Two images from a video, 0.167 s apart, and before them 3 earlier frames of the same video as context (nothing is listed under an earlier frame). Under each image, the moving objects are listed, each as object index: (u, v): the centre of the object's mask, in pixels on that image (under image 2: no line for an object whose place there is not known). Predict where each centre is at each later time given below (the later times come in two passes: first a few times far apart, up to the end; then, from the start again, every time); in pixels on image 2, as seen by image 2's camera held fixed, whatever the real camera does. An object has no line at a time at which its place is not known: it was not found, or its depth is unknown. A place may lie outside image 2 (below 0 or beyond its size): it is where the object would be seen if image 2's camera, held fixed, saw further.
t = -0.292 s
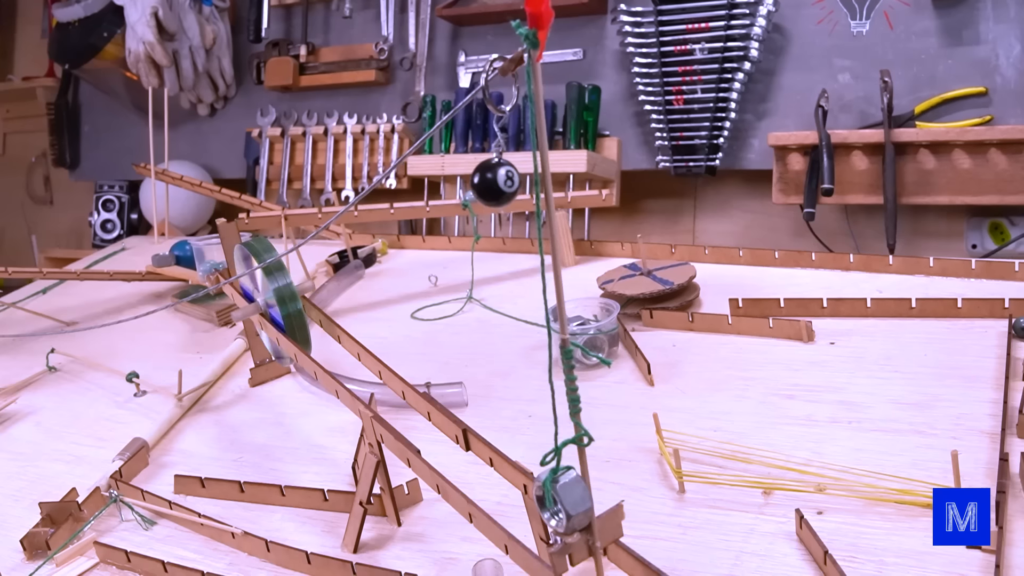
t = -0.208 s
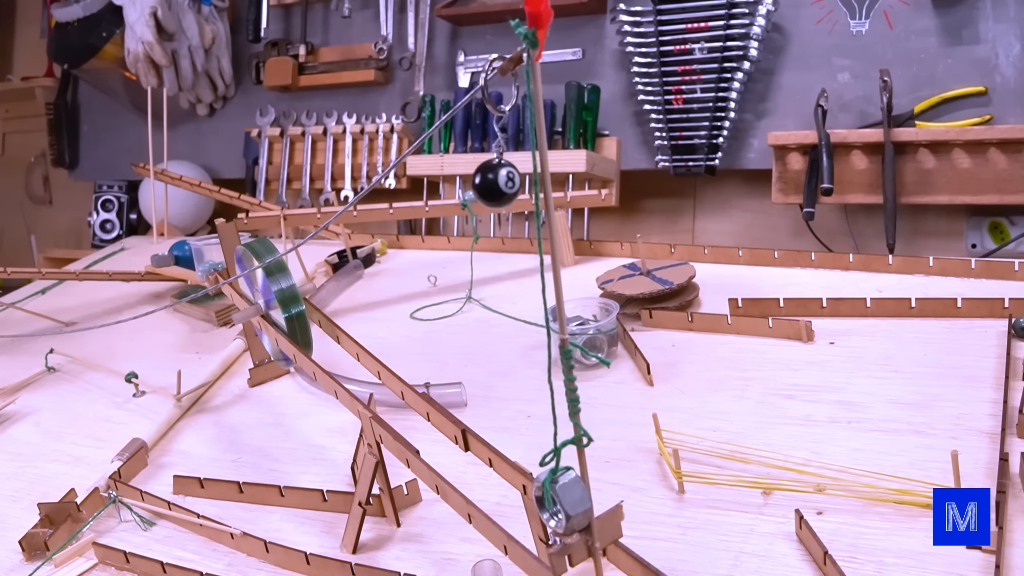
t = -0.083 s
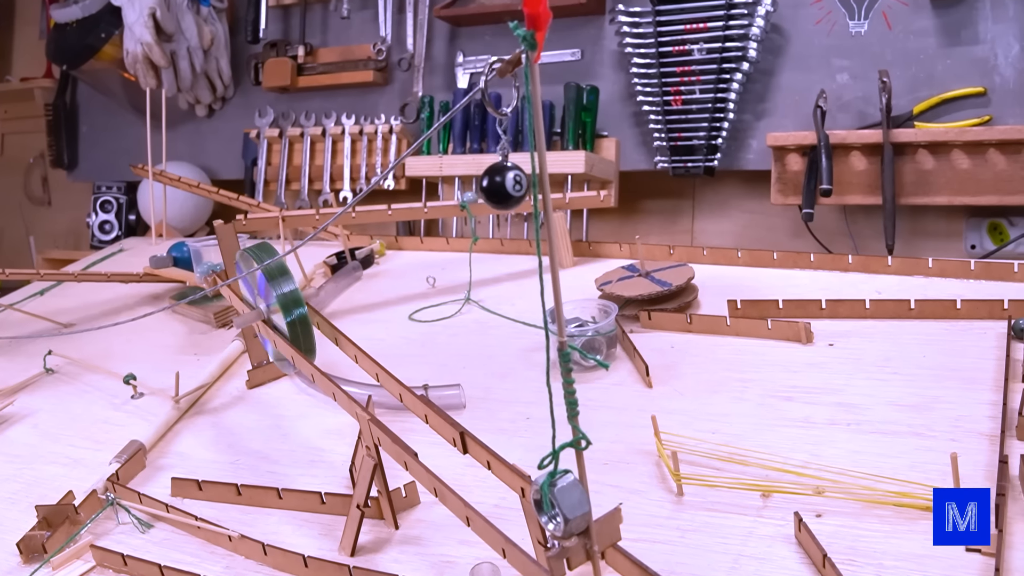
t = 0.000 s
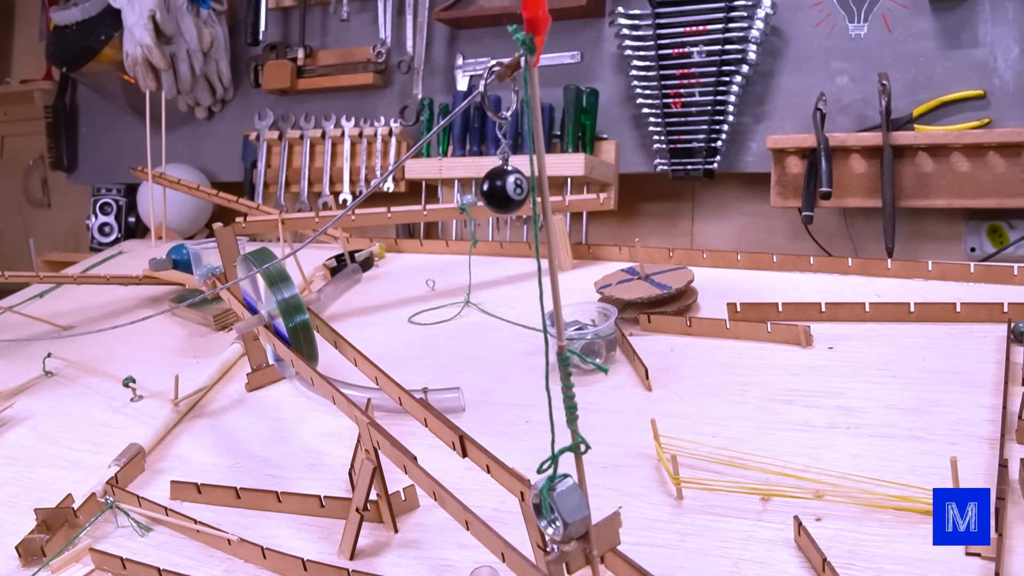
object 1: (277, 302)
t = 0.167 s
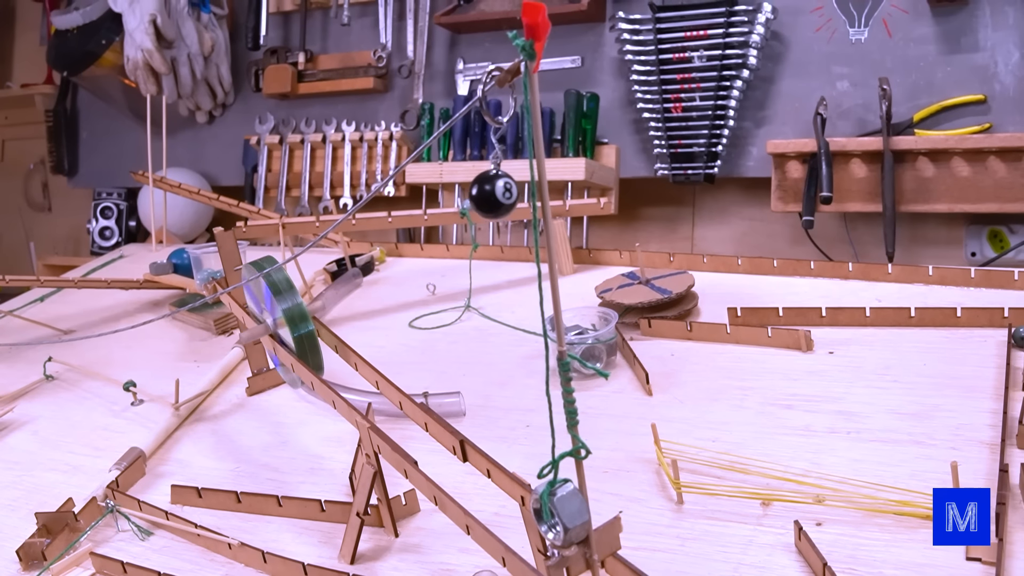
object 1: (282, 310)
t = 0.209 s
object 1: (283, 310)
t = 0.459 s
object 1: (294, 320)
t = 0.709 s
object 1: (301, 326)
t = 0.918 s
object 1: (311, 335)
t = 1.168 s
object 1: (325, 344)
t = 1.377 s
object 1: (335, 354)
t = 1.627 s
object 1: (352, 367)
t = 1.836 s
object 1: (369, 378)
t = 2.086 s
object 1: (388, 393)
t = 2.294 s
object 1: (405, 411)
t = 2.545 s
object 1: (428, 431)
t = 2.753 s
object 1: (446, 450)
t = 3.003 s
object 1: (473, 473)
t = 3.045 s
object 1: (476, 476)
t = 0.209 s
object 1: (283, 310)
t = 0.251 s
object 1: (285, 312)
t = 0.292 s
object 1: (286, 312)
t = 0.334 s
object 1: (291, 317)
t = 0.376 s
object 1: (290, 315)
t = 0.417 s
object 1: (292, 317)
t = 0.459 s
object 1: (294, 320)
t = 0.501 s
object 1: (295, 321)
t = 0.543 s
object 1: (296, 322)
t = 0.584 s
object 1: (297, 323)
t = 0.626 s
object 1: (298, 324)
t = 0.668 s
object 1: (299, 325)
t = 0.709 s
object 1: (301, 326)
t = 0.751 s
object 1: (303, 327)
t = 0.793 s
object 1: (306, 329)
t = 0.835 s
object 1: (308, 331)
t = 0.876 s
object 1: (310, 333)
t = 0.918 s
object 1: (311, 335)
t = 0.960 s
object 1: (313, 337)
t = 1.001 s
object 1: (315, 338)
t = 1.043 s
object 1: (316, 339)
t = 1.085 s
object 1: (319, 340)
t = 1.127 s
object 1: (322, 342)
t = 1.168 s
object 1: (325, 344)
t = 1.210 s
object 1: (327, 346)
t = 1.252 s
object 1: (329, 348)
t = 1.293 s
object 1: (330, 350)
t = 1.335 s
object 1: (333, 352)
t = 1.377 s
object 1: (335, 354)
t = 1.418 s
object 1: (338, 356)
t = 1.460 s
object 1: (341, 357)
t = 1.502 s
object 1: (344, 359)
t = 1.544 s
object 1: (347, 362)
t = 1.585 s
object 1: (350, 365)
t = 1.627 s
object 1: (352, 367)
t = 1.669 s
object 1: (355, 370)
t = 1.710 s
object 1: (357, 371)
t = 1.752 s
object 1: (361, 373)
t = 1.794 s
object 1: (365, 375)
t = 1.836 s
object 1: (369, 378)
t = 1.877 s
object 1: (372, 381)
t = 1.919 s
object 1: (374, 384)
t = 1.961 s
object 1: (377, 387)
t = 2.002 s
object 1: (380, 389)
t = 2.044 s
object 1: (384, 391)
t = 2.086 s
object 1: (388, 393)
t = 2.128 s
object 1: (392, 397)
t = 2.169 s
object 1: (395, 401)
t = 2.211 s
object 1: (398, 404)
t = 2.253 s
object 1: (401, 408)
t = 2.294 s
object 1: (405, 411)
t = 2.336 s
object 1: (409, 413)
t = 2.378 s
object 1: (414, 416)
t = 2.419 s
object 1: (418, 420)
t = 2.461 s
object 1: (421, 424)
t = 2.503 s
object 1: (424, 428)
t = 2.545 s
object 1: (428, 431)
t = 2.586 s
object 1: (432, 434)
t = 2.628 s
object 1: (437, 437)
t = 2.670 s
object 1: (441, 441)
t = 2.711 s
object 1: (444, 446)
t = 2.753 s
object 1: (446, 450)
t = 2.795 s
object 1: (451, 454)
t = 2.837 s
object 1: (456, 457)
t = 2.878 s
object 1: (461, 461)
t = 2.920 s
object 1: (466, 465)
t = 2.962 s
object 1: (470, 468)
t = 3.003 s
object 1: (473, 473)
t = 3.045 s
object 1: (476, 476)
